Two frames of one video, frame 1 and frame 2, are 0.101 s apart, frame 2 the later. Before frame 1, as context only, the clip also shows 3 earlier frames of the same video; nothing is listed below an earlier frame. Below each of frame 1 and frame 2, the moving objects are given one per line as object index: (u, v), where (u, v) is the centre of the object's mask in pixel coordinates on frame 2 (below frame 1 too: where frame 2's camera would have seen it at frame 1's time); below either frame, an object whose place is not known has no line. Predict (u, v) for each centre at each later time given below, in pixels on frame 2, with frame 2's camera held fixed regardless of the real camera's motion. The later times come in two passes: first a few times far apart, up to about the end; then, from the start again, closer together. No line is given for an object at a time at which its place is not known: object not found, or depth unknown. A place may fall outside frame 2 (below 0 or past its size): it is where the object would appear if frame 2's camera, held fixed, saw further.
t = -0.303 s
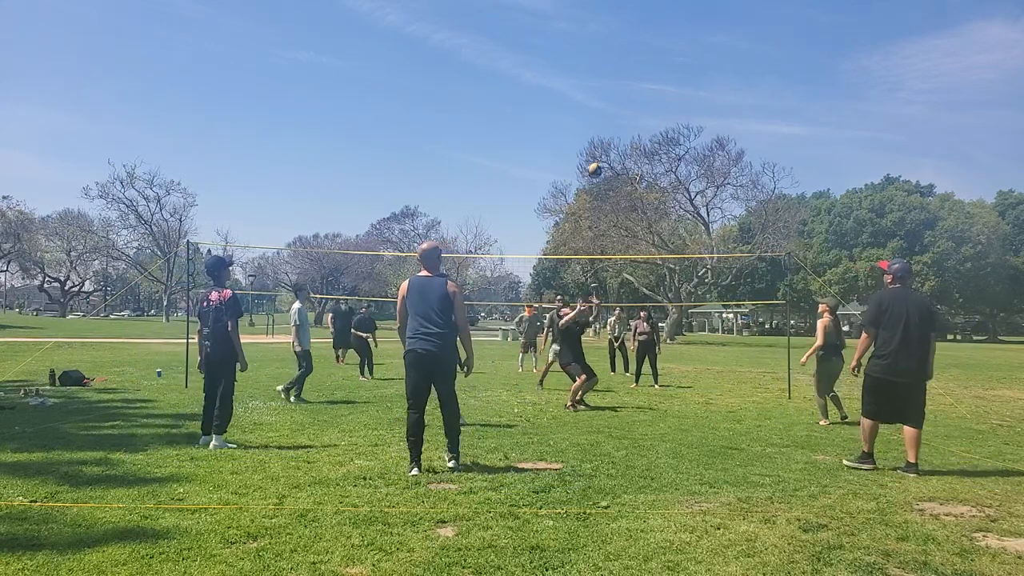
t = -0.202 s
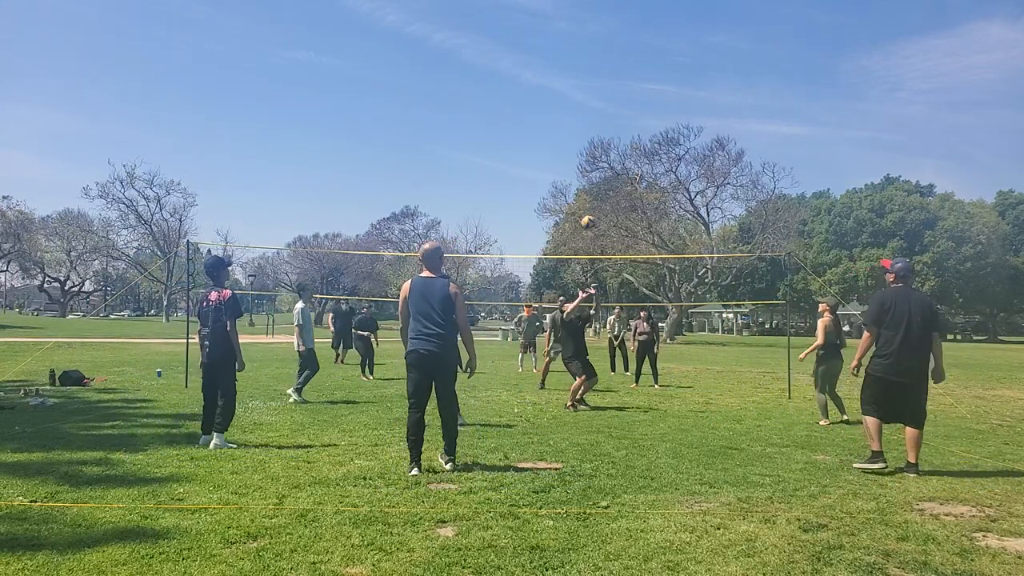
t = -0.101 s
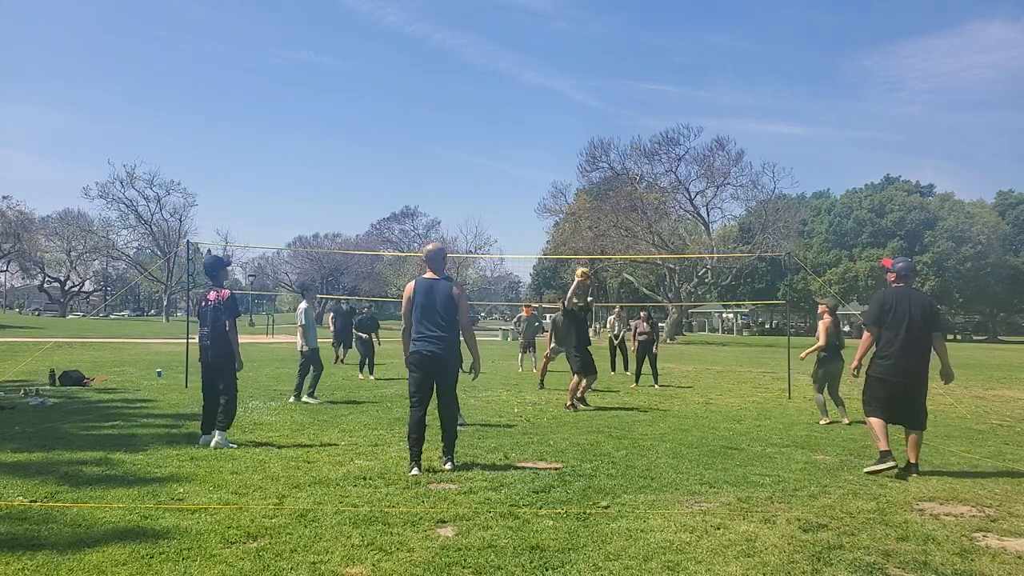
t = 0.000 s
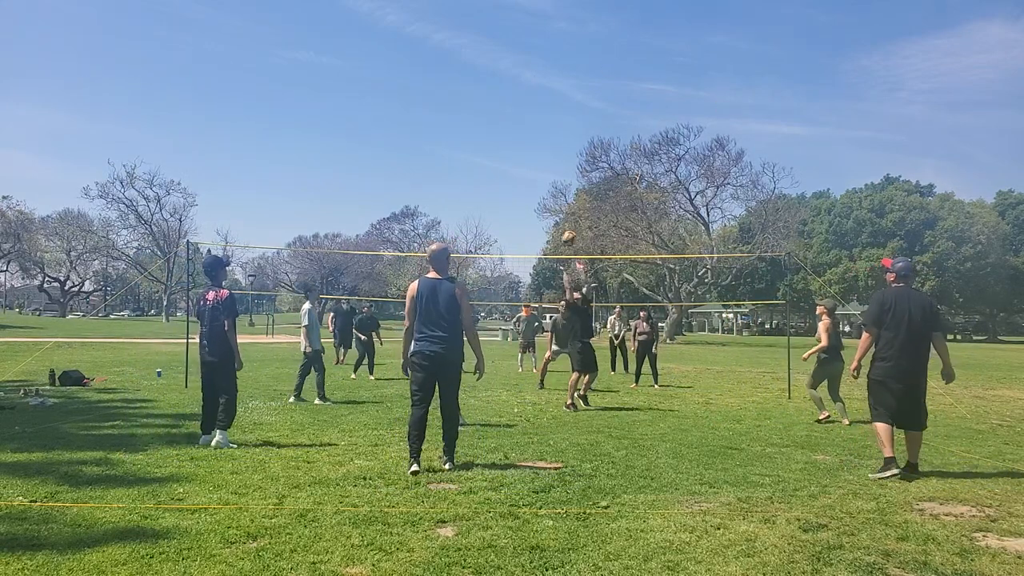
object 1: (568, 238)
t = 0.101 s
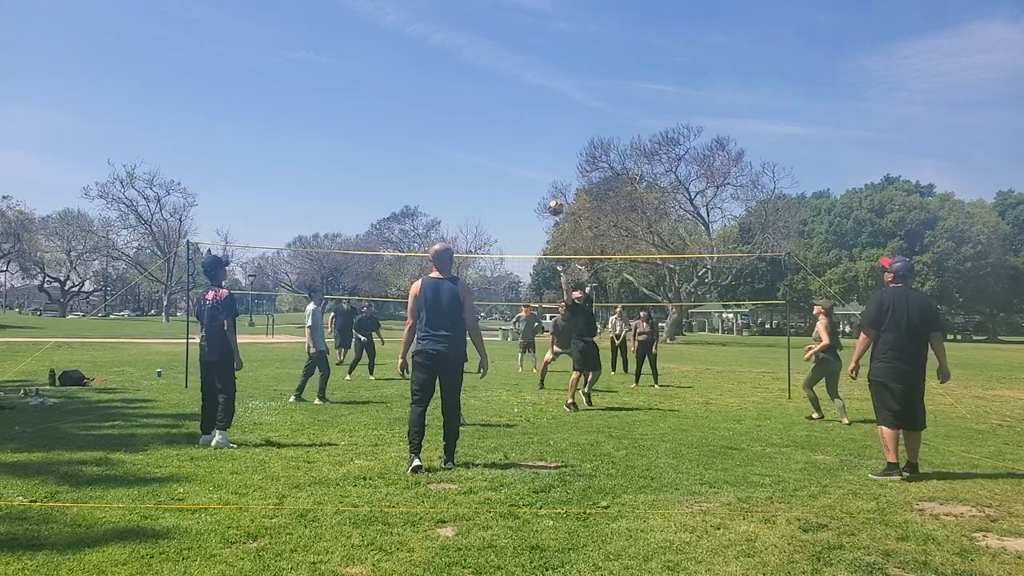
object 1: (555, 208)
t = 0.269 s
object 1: (533, 174)
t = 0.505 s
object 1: (502, 162)
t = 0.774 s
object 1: (470, 194)
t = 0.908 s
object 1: (455, 229)
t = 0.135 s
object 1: (550, 199)
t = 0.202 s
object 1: (541, 185)
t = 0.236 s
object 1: (537, 179)
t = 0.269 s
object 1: (533, 174)
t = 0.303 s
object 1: (528, 170)
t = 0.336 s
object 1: (524, 166)
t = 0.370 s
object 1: (519, 164)
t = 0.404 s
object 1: (515, 162)
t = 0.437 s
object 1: (511, 161)
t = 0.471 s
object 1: (507, 161)
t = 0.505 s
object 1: (502, 162)
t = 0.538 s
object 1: (498, 163)
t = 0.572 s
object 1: (494, 165)
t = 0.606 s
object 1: (489, 168)
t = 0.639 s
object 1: (486, 171)
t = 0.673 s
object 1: (481, 176)
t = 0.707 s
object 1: (478, 181)
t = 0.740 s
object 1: (474, 187)
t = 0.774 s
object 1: (470, 194)
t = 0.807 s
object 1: (466, 202)
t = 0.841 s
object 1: (462, 210)
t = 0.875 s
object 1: (458, 219)
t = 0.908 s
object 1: (455, 229)
